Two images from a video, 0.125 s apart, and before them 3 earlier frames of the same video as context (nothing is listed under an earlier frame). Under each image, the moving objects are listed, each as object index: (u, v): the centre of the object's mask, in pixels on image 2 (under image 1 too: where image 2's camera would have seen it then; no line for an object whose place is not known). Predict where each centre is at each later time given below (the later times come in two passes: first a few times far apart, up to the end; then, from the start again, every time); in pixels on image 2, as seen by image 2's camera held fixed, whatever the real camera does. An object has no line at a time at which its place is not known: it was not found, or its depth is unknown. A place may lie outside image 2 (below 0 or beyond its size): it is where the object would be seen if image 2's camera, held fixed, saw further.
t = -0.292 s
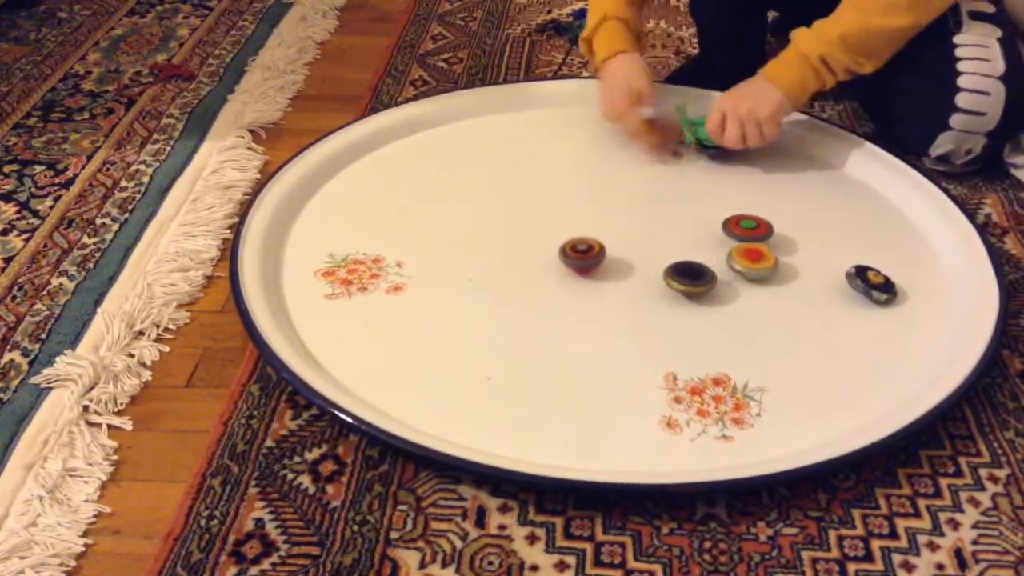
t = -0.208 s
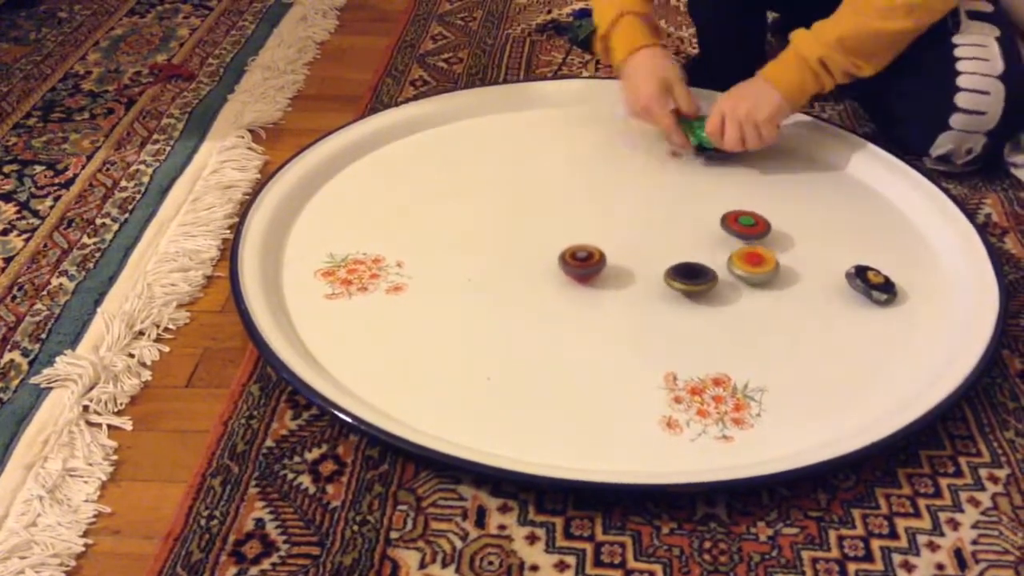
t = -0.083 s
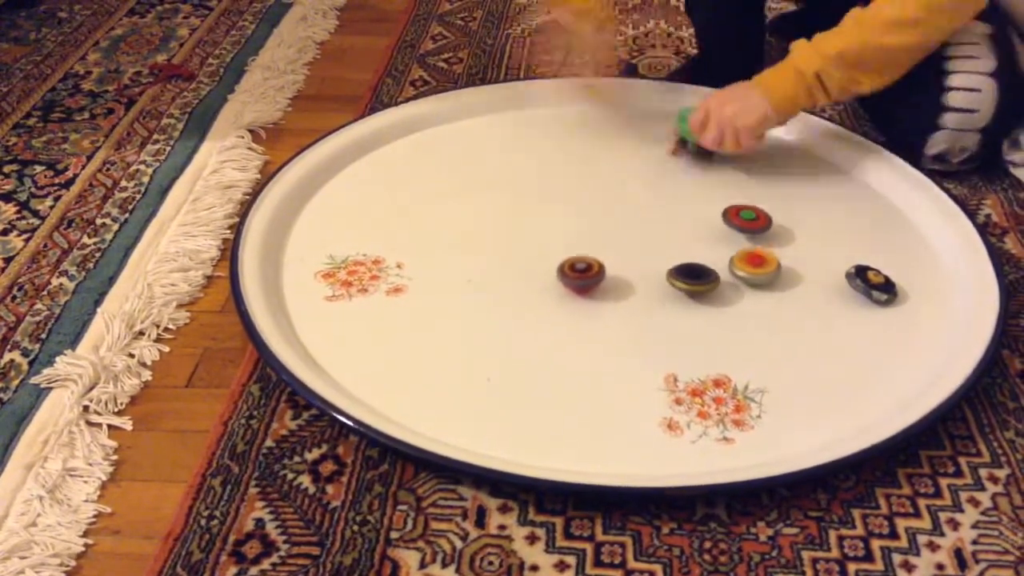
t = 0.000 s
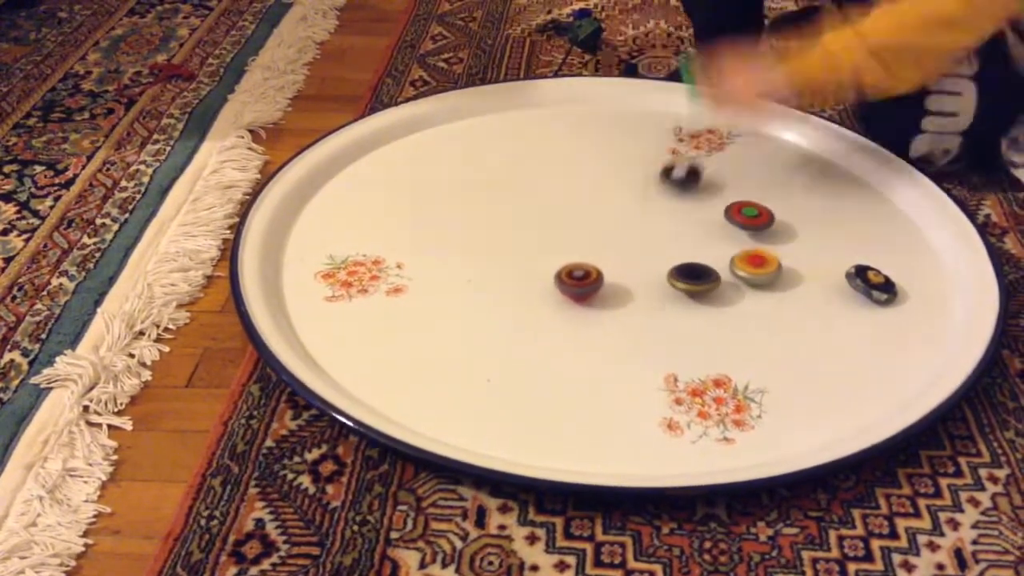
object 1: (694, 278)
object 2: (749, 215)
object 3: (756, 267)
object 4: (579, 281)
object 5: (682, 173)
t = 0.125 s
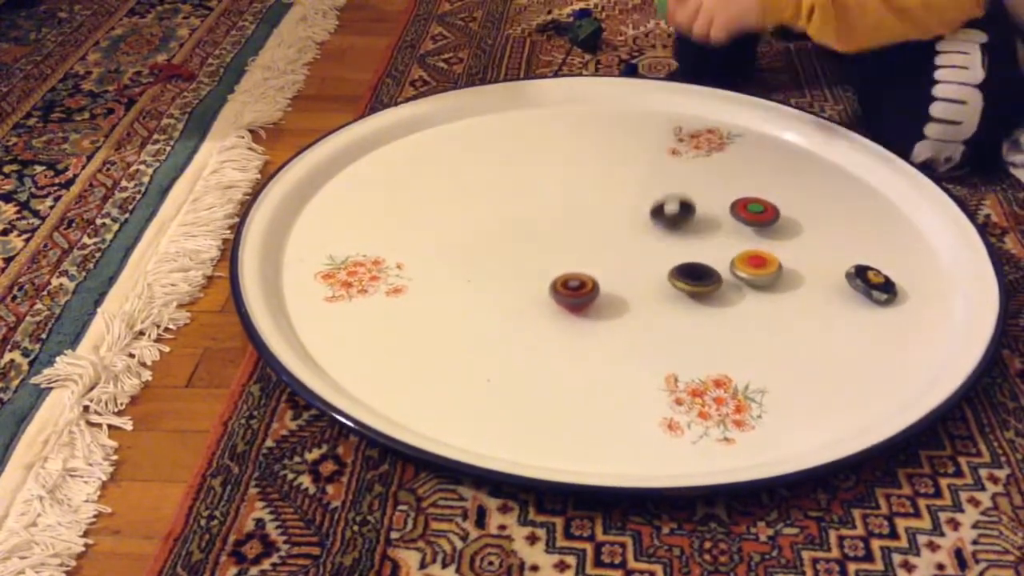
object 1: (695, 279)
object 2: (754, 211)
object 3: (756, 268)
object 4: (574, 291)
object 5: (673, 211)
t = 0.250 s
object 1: (696, 278)
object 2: (761, 209)
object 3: (755, 269)
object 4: (568, 300)
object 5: (675, 237)
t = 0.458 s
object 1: (706, 292)
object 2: (776, 208)
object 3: (753, 269)
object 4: (556, 314)
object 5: (660, 254)
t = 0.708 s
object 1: (706, 300)
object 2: (793, 211)
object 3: (750, 269)
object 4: (539, 327)
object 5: (622, 282)
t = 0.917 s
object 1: (702, 303)
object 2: (805, 217)
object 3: (748, 267)
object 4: (523, 336)
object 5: (581, 302)
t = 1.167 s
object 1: (693, 303)
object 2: (811, 227)
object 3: (746, 265)
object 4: (493, 351)
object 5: (541, 306)
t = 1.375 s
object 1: (687, 298)
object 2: (807, 234)
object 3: (746, 262)
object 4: (466, 363)
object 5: (520, 298)
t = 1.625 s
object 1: (685, 290)
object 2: (791, 241)
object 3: (748, 261)
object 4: (436, 370)
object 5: (499, 287)
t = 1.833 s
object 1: (690, 284)
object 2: (786, 244)
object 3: (745, 262)
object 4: (415, 371)
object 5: (490, 278)
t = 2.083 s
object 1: (706, 280)
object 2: (799, 243)
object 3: (740, 259)
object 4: (397, 367)
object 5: (493, 266)
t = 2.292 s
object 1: (721, 281)
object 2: (811, 245)
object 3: (739, 256)
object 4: (389, 361)
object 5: (508, 257)
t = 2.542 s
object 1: (735, 286)
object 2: (820, 250)
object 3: (738, 254)
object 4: (391, 353)
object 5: (535, 251)
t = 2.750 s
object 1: (739, 293)
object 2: (821, 256)
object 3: (739, 255)
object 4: (401, 343)
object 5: (561, 246)
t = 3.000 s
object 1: (741, 299)
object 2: (815, 262)
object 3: (744, 253)
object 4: (423, 333)
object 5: (595, 244)
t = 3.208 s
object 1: (740, 300)
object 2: (802, 265)
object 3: (743, 253)
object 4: (447, 325)
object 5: (620, 244)
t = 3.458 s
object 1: (738, 295)
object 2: (790, 266)
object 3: (740, 252)
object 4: (481, 320)
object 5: (651, 252)
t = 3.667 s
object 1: (741, 290)
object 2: (790, 273)
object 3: (742, 254)
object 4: (516, 320)
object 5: (681, 264)
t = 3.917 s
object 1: (751, 302)
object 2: (808, 276)
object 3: (743, 257)
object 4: (561, 323)
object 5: (682, 264)
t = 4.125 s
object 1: (746, 309)
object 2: (819, 279)
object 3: (739, 259)
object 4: (600, 327)
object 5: (680, 265)
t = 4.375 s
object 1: (734, 307)
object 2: (804, 280)
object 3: (734, 260)
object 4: (647, 335)
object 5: (681, 266)
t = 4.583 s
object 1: (729, 299)
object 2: (790, 276)
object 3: (731, 260)
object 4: (684, 343)
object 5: (682, 266)
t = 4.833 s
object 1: (742, 292)
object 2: (778, 267)
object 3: (729, 255)
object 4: (725, 355)
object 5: (683, 263)
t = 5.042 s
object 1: (747, 292)
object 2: (784, 257)
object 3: (730, 258)
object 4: (755, 367)
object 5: (681, 262)
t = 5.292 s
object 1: (742, 293)
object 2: (802, 253)
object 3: (728, 258)
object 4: (783, 384)
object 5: (680, 261)
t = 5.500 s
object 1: (737, 290)
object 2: (819, 256)
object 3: (729, 257)
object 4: (798, 400)
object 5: (680, 261)
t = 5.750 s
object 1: (738, 285)
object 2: (828, 265)
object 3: (755, 255)
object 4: (805, 420)
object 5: (654, 263)
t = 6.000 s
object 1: (748, 282)
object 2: (813, 268)
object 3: (760, 254)
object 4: (759, 389)
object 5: (632, 261)
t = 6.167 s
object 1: (754, 283)
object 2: (809, 269)
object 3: (749, 252)
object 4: (742, 376)
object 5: (618, 258)
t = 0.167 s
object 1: (695, 279)
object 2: (757, 210)
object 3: (755, 268)
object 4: (572, 294)
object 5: (673, 221)
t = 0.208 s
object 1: (695, 278)
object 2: (759, 210)
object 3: (756, 268)
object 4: (570, 297)
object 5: (674, 229)
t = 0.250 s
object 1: (696, 278)
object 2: (761, 209)
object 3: (755, 269)
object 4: (568, 300)
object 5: (675, 237)
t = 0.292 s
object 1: (697, 279)
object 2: (764, 208)
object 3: (755, 269)
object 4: (566, 303)
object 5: (675, 244)
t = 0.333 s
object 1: (697, 281)
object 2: (767, 208)
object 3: (754, 269)
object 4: (564, 306)
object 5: (673, 250)
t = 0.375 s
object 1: (702, 287)
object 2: (770, 208)
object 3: (754, 269)
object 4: (561, 309)
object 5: (667, 250)
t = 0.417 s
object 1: (705, 290)
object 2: (773, 208)
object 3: (753, 269)
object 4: (559, 312)
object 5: (663, 252)
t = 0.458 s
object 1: (706, 292)
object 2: (776, 208)
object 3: (753, 269)
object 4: (556, 314)
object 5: (660, 254)
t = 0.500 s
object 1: (706, 293)
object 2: (779, 208)
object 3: (753, 269)
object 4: (553, 317)
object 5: (655, 259)
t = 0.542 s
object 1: (708, 294)
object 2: (782, 208)
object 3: (752, 269)
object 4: (551, 319)
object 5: (649, 264)
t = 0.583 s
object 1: (708, 296)
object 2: (785, 209)
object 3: (751, 270)
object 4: (548, 321)
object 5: (643, 269)
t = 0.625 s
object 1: (707, 297)
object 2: (788, 209)
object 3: (751, 269)
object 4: (545, 323)
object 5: (636, 273)
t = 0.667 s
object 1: (707, 298)
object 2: (791, 210)
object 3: (750, 269)
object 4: (542, 325)
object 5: (629, 278)
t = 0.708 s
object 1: (706, 300)
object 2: (793, 211)
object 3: (750, 269)
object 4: (539, 327)
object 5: (622, 282)
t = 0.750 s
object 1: (705, 301)
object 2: (796, 212)
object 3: (749, 268)
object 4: (536, 329)
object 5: (615, 287)
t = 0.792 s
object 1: (706, 301)
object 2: (799, 213)
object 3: (749, 268)
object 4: (533, 331)
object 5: (607, 291)
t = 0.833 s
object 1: (704, 302)
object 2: (801, 215)
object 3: (749, 268)
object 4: (530, 333)
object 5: (598, 295)
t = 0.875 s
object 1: (702, 302)
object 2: (803, 216)
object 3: (748, 267)
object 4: (526, 334)
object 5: (590, 299)
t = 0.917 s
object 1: (702, 303)
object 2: (805, 217)
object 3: (748, 267)
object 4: (523, 336)
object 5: (581, 302)
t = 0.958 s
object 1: (700, 304)
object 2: (807, 219)
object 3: (748, 267)
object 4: (520, 337)
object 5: (571, 306)
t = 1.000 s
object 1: (699, 303)
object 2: (808, 220)
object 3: (748, 266)
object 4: (517, 338)
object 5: (561, 309)
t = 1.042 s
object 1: (698, 304)
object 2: (809, 222)
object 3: (747, 266)
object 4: (514, 340)
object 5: (552, 312)
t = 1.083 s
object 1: (695, 304)
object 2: (810, 223)
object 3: (747, 266)
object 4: (510, 341)
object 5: (542, 314)
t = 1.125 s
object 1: (694, 303)
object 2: (811, 225)
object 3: (746, 265)
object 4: (500, 348)
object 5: (542, 309)
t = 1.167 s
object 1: (693, 303)
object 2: (811, 227)
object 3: (746, 265)
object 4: (493, 351)
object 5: (541, 306)
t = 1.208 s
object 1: (691, 302)
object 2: (811, 228)
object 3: (746, 264)
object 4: (488, 354)
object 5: (538, 304)
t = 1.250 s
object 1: (691, 301)
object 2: (811, 230)
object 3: (745, 264)
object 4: (482, 356)
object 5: (533, 302)
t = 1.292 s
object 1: (689, 300)
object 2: (810, 231)
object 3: (745, 263)
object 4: (477, 359)
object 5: (529, 301)
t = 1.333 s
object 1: (687, 299)
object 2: (809, 233)
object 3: (746, 263)
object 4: (471, 361)
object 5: (524, 299)
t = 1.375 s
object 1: (687, 298)
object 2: (807, 234)
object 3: (746, 262)
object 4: (466, 363)
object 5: (520, 298)
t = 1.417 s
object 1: (686, 297)
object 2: (805, 235)
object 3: (746, 262)
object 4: (460, 365)
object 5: (516, 296)
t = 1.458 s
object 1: (685, 295)
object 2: (803, 237)
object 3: (747, 262)
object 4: (455, 366)
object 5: (512, 294)
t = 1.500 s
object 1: (685, 294)
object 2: (800, 238)
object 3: (747, 262)
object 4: (450, 368)
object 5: (508, 292)
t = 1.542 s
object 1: (684, 293)
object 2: (797, 239)
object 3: (748, 262)
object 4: (445, 369)
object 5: (505, 291)
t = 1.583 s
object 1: (684, 291)
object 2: (794, 240)
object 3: (748, 261)
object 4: (440, 369)
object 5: (502, 289)
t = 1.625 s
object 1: (685, 290)
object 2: (791, 241)
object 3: (748, 261)
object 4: (436, 370)
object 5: (499, 287)
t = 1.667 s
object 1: (685, 289)
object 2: (788, 242)
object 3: (749, 261)
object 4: (431, 371)
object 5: (496, 285)
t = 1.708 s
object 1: (686, 287)
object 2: (787, 242)
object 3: (746, 261)
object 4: (427, 371)
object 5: (494, 284)
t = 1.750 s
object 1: (687, 287)
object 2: (787, 242)
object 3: (744, 262)
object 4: (423, 371)
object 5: (493, 282)
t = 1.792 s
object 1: (688, 285)
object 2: (787, 243)
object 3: (745, 261)
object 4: (419, 371)
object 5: (491, 280)
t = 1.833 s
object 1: (690, 284)
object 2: (786, 244)
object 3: (745, 262)
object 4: (415, 371)
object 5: (490, 278)
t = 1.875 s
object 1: (692, 283)
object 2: (786, 244)
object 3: (744, 262)
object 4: (411, 370)
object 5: (489, 276)
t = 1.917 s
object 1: (694, 282)
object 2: (788, 244)
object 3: (741, 262)
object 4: (407, 370)
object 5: (489, 274)
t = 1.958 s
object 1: (697, 281)
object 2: (791, 243)
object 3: (741, 262)
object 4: (404, 369)
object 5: (489, 272)
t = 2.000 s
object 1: (699, 281)
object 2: (793, 243)
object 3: (740, 261)
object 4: (401, 368)
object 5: (490, 269)
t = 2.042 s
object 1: (702, 280)
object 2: (796, 243)
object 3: (740, 260)
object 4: (398, 368)
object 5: (491, 267)
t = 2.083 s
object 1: (706, 280)
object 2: (799, 243)
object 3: (740, 259)
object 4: (397, 367)
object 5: (493, 266)
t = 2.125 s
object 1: (707, 280)
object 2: (801, 243)
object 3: (740, 259)
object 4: (395, 366)
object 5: (495, 264)
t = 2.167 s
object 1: (711, 280)
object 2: (804, 243)
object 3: (739, 258)
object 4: (393, 365)
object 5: (498, 262)
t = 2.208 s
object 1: (715, 280)
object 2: (806, 244)
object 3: (739, 257)
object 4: (391, 364)
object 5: (501, 260)
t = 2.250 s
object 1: (718, 281)
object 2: (808, 244)
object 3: (740, 256)
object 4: (390, 363)
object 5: (504, 259)
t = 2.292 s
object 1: (721, 281)
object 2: (811, 245)
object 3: (739, 256)
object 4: (389, 361)
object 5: (508, 257)
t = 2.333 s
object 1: (725, 282)
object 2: (813, 246)
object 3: (739, 255)
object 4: (389, 360)
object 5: (512, 256)
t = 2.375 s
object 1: (726, 283)
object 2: (815, 246)
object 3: (739, 255)
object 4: (389, 359)
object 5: (516, 255)
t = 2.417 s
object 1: (729, 283)
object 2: (816, 247)
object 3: (738, 255)
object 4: (389, 357)
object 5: (521, 254)
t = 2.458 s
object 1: (731, 285)
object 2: (817, 248)
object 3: (738, 254)
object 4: (389, 356)
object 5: (525, 252)
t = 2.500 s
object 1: (731, 286)
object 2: (819, 249)
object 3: (737, 254)
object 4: (389, 354)
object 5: (529, 251)
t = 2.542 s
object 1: (735, 286)
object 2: (820, 250)
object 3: (738, 254)
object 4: (391, 353)
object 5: (535, 251)
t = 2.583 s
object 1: (737, 288)
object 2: (821, 251)
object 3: (738, 254)
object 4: (392, 351)
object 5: (540, 249)
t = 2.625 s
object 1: (738, 290)
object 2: (822, 253)
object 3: (739, 255)
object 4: (394, 349)
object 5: (546, 249)
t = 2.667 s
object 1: (739, 290)
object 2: (821, 254)
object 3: (739, 255)
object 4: (396, 347)
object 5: (550, 248)
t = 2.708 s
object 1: (740, 292)
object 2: (822, 255)
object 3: (739, 255)
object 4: (398, 345)
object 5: (555, 247)
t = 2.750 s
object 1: (739, 293)
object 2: (821, 256)
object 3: (739, 255)
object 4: (401, 343)
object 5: (561, 246)
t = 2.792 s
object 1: (742, 294)
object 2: (821, 258)
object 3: (740, 254)
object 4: (405, 342)
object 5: (567, 245)
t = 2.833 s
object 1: (742, 296)
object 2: (821, 259)
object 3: (741, 254)
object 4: (408, 340)
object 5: (573, 245)
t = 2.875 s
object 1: (741, 296)
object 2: (820, 260)
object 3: (741, 254)
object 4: (412, 338)
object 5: (578, 244)
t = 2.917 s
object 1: (742, 297)
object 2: (818, 261)
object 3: (742, 253)
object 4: (415, 336)
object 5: (584, 244)
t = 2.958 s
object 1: (741, 298)
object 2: (816, 262)
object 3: (742, 253)
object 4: (419, 335)
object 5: (589, 244)
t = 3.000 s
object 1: (741, 299)
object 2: (815, 262)
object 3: (744, 253)
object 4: (423, 333)
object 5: (595, 244)
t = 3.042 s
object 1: (742, 299)
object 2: (813, 263)
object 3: (744, 253)
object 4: (428, 331)
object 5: (602, 244)
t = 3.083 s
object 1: (741, 299)
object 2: (810, 264)
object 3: (745, 253)
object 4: (433, 330)
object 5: (608, 244)
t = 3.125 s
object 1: (740, 300)
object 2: (808, 264)
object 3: (744, 253)
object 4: (437, 328)
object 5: (613, 244)
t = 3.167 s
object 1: (741, 300)
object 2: (805, 264)
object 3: (744, 254)
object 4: (442, 327)
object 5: (616, 244)
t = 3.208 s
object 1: (740, 300)
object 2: (802, 265)
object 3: (743, 253)
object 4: (447, 325)
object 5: (620, 244)
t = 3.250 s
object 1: (740, 299)
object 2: (799, 264)
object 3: (744, 254)
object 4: (452, 324)
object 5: (624, 245)
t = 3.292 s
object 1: (740, 299)
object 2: (797, 264)
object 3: (744, 254)
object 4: (457, 323)
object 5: (629, 246)
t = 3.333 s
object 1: (739, 298)
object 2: (794, 264)
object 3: (743, 254)
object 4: (463, 322)
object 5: (633, 247)
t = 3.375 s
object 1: (739, 297)
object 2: (791, 264)
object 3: (742, 253)
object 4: (468, 321)
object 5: (639, 249)
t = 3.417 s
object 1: (739, 296)
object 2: (790, 264)
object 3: (741, 253)
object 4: (474, 321)
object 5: (645, 251)
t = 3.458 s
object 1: (738, 295)
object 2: (790, 266)
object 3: (740, 252)
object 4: (481, 320)
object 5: (651, 252)
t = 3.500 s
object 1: (739, 294)
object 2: (791, 267)
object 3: (740, 252)
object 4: (488, 320)
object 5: (657, 254)
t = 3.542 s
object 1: (740, 293)
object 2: (790, 268)
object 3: (741, 251)
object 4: (495, 320)
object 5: (663, 256)
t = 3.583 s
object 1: (739, 293)
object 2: (791, 270)
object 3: (741, 253)
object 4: (502, 320)
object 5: (669, 259)
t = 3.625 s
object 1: (740, 291)
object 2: (790, 271)
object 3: (742, 253)
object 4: (508, 320)
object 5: (674, 261)
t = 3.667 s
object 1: (741, 290)
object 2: (790, 273)
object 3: (742, 254)
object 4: (516, 320)
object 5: (681, 264)
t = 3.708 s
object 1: (741, 290)
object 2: (790, 274)
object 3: (743, 254)
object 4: (523, 321)
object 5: (687, 266)
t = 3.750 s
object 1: (742, 290)
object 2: (791, 275)
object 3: (743, 254)
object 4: (530, 321)
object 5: (689, 267)
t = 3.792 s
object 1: (747, 296)
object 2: (796, 274)
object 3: (743, 255)
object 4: (538, 321)
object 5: (685, 265)
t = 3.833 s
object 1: (748, 299)
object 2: (800, 275)
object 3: (743, 255)
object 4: (546, 322)
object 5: (683, 264)
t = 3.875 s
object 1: (749, 300)
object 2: (804, 275)
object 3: (743, 256)
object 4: (554, 322)
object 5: (683, 264)
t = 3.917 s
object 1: (751, 302)
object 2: (808, 276)
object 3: (743, 257)
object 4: (561, 323)
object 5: (682, 264)
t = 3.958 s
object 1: (751, 304)
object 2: (811, 276)
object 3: (741, 256)
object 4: (569, 323)
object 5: (682, 264)
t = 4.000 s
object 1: (750, 306)
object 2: (814, 277)
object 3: (742, 257)
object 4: (577, 324)
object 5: (681, 264)
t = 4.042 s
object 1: (750, 306)
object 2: (816, 278)
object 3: (741, 258)
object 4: (585, 325)
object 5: (681, 264)
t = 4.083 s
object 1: (750, 308)
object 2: (820, 279)
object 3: (741, 258)
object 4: (592, 326)
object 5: (680, 264)
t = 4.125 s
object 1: (746, 309)
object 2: (819, 279)
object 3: (739, 259)
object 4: (600, 327)
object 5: (680, 265)
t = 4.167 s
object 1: (744, 309)
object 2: (816, 280)
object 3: (739, 258)
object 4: (609, 328)
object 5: (680, 265)
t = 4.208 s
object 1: (744, 310)
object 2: (814, 280)
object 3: (737, 259)
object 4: (616, 329)
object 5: (681, 265)
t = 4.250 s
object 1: (740, 309)
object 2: (812, 280)
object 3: (737, 258)
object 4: (624, 331)
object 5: (681, 266)
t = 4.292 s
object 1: (737, 309)
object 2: (809, 280)
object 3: (736, 260)
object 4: (632, 332)
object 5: (681, 266)
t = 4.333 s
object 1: (736, 308)
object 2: (806, 280)
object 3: (735, 259)
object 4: (640, 333)
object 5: (681, 266)
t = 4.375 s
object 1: (734, 307)
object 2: (804, 280)
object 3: (734, 260)
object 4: (647, 335)
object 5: (681, 266)
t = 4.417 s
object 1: (731, 305)
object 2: (801, 279)
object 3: (733, 260)
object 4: (655, 337)
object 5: (681, 267)
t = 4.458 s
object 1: (730, 304)
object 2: (798, 279)
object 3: (733, 260)
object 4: (662, 338)
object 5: (682, 266)
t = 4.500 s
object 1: (730, 303)
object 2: (795, 278)
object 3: (731, 260)
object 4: (670, 340)
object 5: (682, 266)
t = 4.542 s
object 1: (730, 301)
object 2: (792, 277)
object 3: (732, 260)
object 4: (677, 342)
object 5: (682, 266)
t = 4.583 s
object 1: (729, 299)
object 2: (790, 276)
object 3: (731, 260)
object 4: (684, 343)
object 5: (682, 266)
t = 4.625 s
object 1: (731, 297)
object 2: (787, 275)
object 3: (731, 259)
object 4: (691, 345)
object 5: (682, 265)
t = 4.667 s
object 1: (732, 296)
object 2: (785, 273)
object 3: (731, 259)
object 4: (699, 347)
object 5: (683, 265)
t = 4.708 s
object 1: (733, 294)
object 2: (783, 272)
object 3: (731, 258)
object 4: (706, 349)
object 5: (684, 265)
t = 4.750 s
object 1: (737, 292)
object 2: (781, 271)
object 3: (730, 256)
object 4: (712, 351)
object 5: (684, 265)
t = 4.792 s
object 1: (740, 292)
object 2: (779, 269)
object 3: (729, 255)
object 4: (719, 353)
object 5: (684, 264)
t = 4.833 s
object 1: (742, 292)
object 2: (778, 267)
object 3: (729, 255)
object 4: (725, 355)
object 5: (683, 263)
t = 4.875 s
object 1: (743, 291)
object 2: (777, 265)
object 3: (728, 256)
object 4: (732, 357)
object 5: (683, 263)
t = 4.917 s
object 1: (743, 289)
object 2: (780, 262)
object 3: (728, 256)
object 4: (738, 359)
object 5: (682, 262)
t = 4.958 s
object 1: (744, 289)
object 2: (781, 261)
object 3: (729, 256)
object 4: (744, 362)
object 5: (681, 262)
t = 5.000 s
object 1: (747, 292)
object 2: (782, 259)
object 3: (729, 255)
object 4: (750, 364)
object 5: (681, 262)
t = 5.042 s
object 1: (747, 292)
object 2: (784, 257)
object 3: (730, 258)
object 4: (755, 367)
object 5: (681, 262)
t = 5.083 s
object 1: (746, 292)
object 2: (787, 256)
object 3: (730, 258)
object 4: (761, 370)
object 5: (681, 262)
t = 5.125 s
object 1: (746, 292)
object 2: (789, 255)
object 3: (730, 258)
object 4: (766, 372)
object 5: (680, 261)
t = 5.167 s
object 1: (746, 293)
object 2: (792, 254)
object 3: (730, 258)
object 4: (770, 376)
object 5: (681, 261)
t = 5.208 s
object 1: (745, 293)
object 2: (795, 253)
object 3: (729, 258)
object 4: (775, 378)
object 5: (680, 261)
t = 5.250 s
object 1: (744, 294)
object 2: (799, 253)
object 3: (729, 258)
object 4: (779, 381)
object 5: (680, 261)
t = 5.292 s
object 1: (742, 293)
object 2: (802, 253)
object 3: (728, 258)
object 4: (783, 384)
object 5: (680, 261)
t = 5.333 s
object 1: (741, 293)
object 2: (805, 253)
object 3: (729, 258)
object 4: (787, 387)
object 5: (680, 261)
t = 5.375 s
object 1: (741, 293)
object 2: (809, 253)
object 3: (728, 258)
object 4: (790, 391)
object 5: (680, 261)
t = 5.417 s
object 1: (740, 293)
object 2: (812, 254)
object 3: (729, 257)
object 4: (793, 393)
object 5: (680, 261)
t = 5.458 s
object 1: (737, 291)
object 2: (816, 255)
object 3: (729, 257)
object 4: (796, 397)
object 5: (681, 261)
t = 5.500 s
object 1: (737, 290)
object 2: (819, 256)
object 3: (729, 257)
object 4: (798, 400)
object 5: (680, 261)
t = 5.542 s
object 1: (738, 290)
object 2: (821, 258)
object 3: (739, 256)
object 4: (800, 403)
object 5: (674, 261)
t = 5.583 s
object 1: (736, 290)
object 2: (824, 259)
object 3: (747, 257)
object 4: (802, 406)
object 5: (669, 262)
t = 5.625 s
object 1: (735, 288)
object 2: (826, 261)
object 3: (752, 256)
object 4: (803, 410)
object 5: (665, 262)
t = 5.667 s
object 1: (736, 286)
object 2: (828, 263)
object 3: (754, 256)
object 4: (804, 412)
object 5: (661, 263)
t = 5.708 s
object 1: (738, 286)
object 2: (828, 264)
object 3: (753, 255)
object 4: (804, 416)
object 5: (658, 263)
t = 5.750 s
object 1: (738, 285)
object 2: (828, 265)
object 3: (755, 255)
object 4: (805, 420)
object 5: (654, 263)
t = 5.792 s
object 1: (738, 284)
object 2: (826, 266)
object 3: (756, 254)
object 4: (799, 412)
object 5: (651, 263)
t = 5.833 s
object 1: (741, 283)
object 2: (823, 267)
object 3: (756, 254)
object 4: (787, 406)
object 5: (647, 263)
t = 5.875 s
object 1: (743, 283)
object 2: (821, 268)
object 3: (758, 254)
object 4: (777, 397)
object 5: (643, 263)
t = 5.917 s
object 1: (744, 283)
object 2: (818, 268)
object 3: (759, 253)
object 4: (770, 394)
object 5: (639, 262)
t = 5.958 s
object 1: (745, 282)
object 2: (815, 269)
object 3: (758, 253)
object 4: (764, 392)
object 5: (636, 262)
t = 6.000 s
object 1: (748, 282)
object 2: (813, 268)
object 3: (760, 254)
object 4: (759, 389)
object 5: (632, 261)
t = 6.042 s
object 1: (750, 282)
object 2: (809, 268)
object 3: (759, 254)
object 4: (755, 386)
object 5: (628, 261)
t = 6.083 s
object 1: (751, 283)
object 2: (807, 268)
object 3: (756, 253)
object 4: (750, 384)
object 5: (625, 260)
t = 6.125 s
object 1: (755, 282)
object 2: (805, 268)
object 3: (753, 253)
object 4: (746, 381)
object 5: (621, 259)
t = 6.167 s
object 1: (754, 283)
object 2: (809, 269)
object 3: (749, 252)
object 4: (742, 376)
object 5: (618, 258)
